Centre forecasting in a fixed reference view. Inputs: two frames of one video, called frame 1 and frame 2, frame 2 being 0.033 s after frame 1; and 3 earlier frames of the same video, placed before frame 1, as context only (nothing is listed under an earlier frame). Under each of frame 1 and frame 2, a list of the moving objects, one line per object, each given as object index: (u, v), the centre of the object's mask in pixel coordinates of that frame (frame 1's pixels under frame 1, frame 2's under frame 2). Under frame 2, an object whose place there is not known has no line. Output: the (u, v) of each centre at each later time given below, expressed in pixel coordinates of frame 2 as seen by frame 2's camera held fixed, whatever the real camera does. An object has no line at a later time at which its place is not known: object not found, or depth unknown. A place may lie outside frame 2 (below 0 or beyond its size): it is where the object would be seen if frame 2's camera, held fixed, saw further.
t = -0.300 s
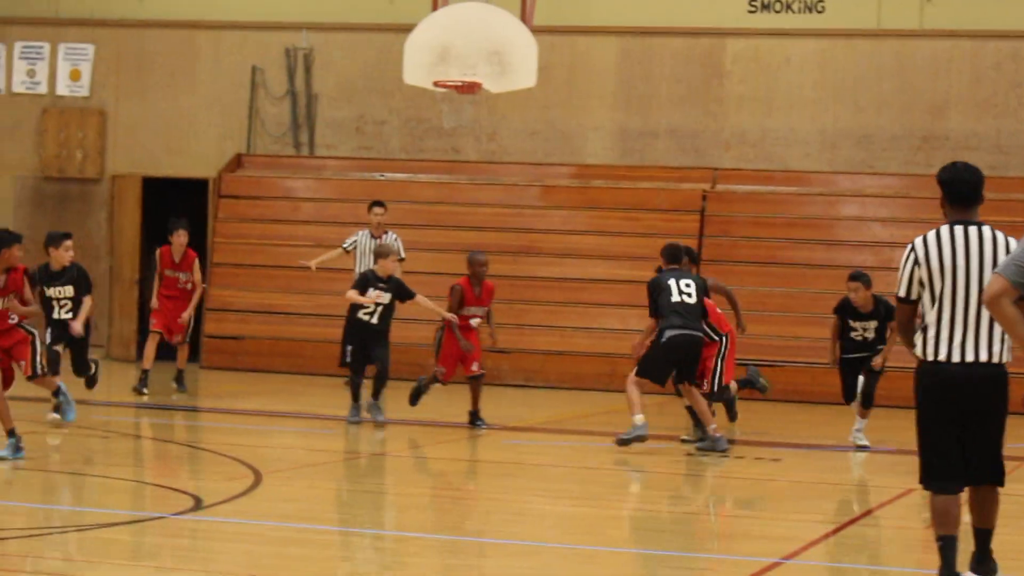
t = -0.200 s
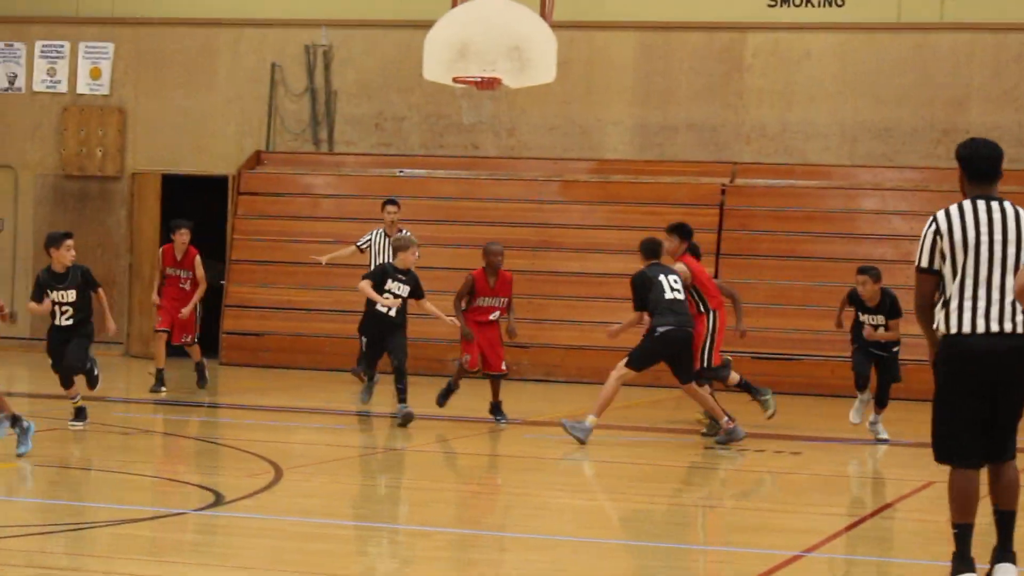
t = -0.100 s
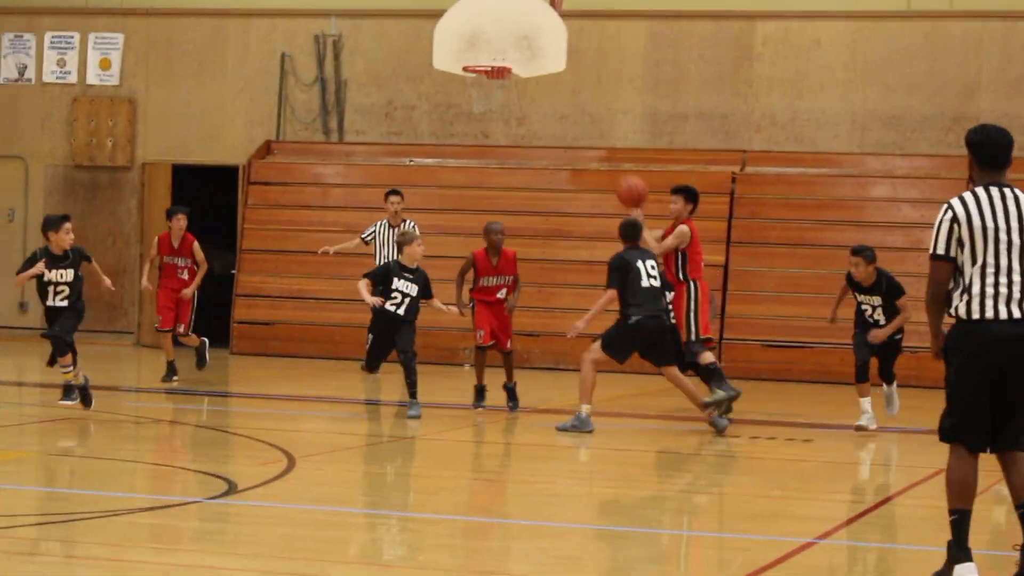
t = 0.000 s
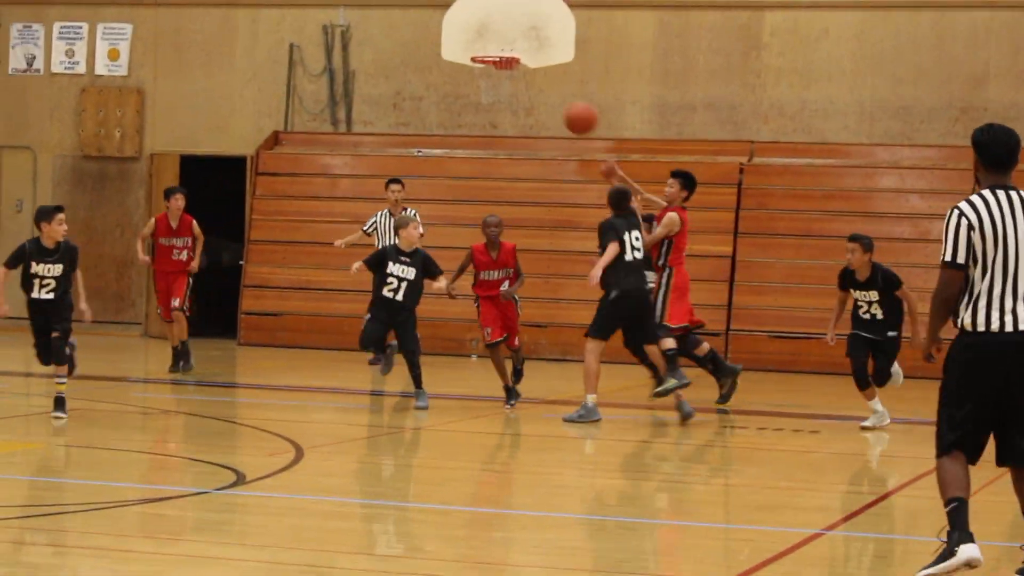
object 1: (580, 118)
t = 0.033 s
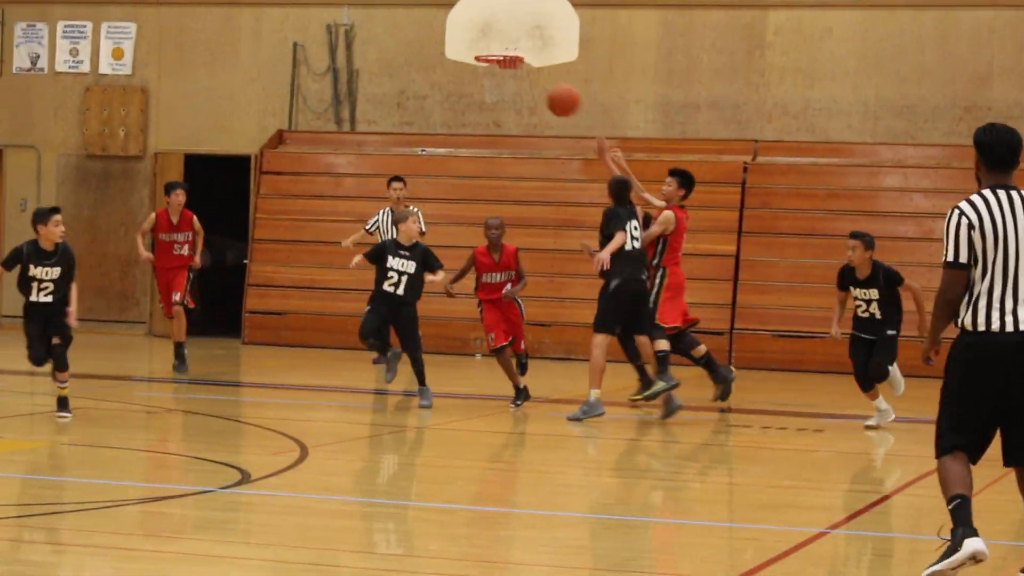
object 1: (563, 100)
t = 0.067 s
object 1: (539, 84)
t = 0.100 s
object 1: (513, 68)
